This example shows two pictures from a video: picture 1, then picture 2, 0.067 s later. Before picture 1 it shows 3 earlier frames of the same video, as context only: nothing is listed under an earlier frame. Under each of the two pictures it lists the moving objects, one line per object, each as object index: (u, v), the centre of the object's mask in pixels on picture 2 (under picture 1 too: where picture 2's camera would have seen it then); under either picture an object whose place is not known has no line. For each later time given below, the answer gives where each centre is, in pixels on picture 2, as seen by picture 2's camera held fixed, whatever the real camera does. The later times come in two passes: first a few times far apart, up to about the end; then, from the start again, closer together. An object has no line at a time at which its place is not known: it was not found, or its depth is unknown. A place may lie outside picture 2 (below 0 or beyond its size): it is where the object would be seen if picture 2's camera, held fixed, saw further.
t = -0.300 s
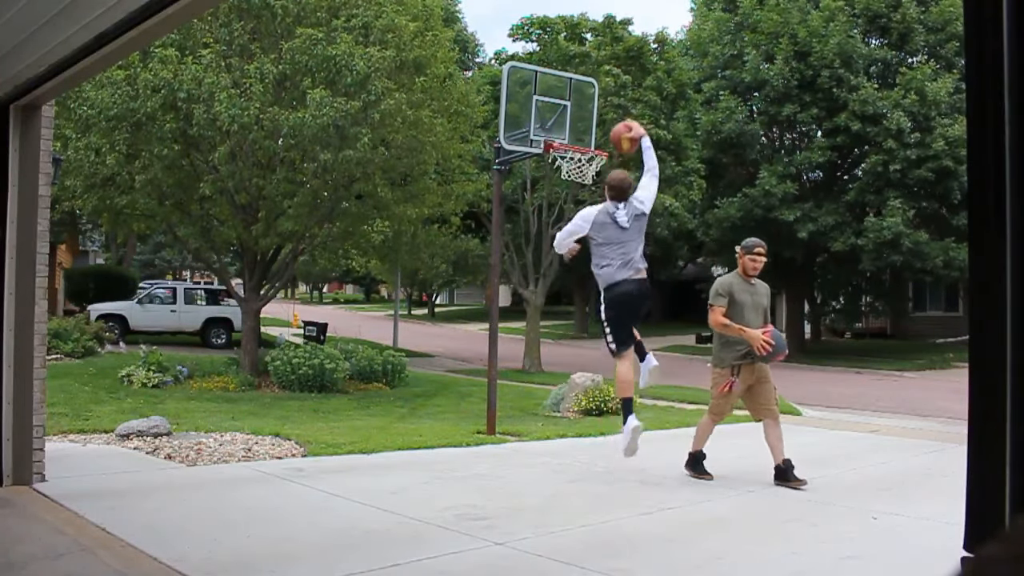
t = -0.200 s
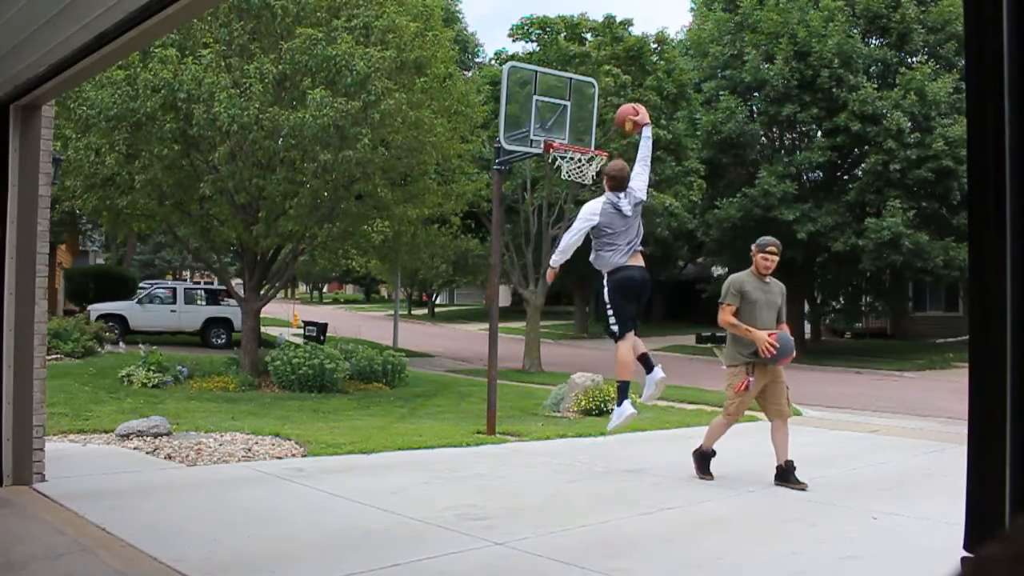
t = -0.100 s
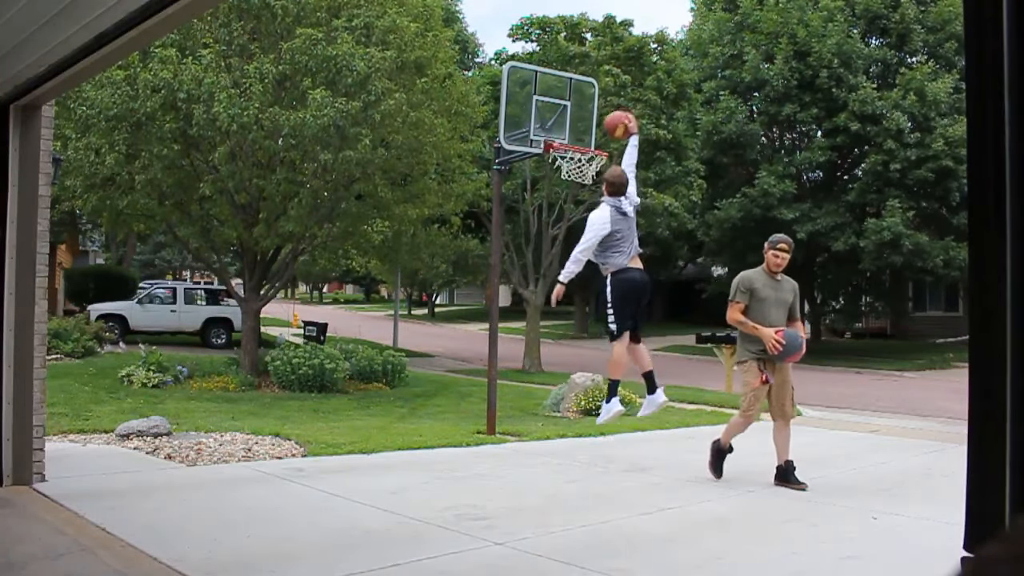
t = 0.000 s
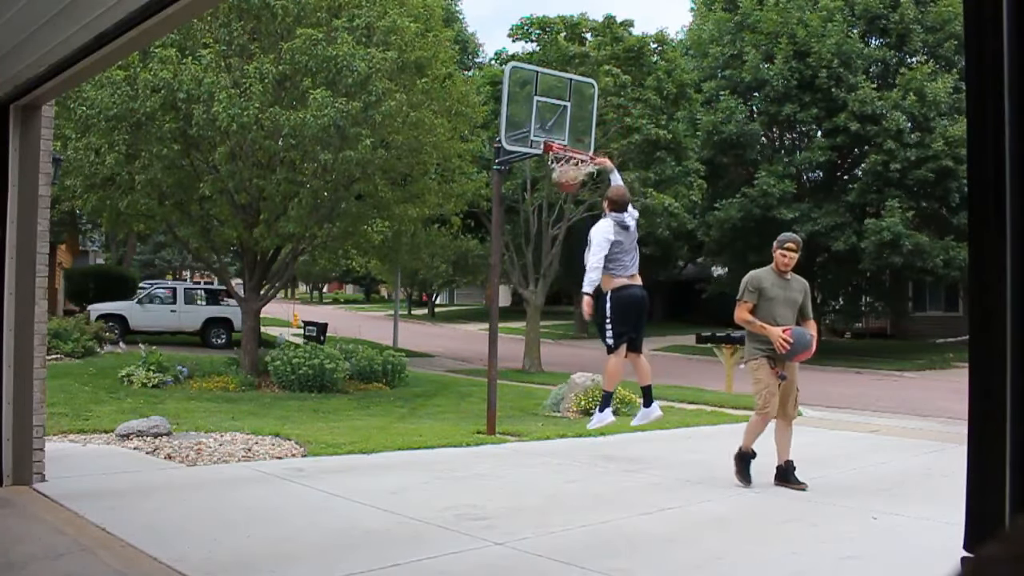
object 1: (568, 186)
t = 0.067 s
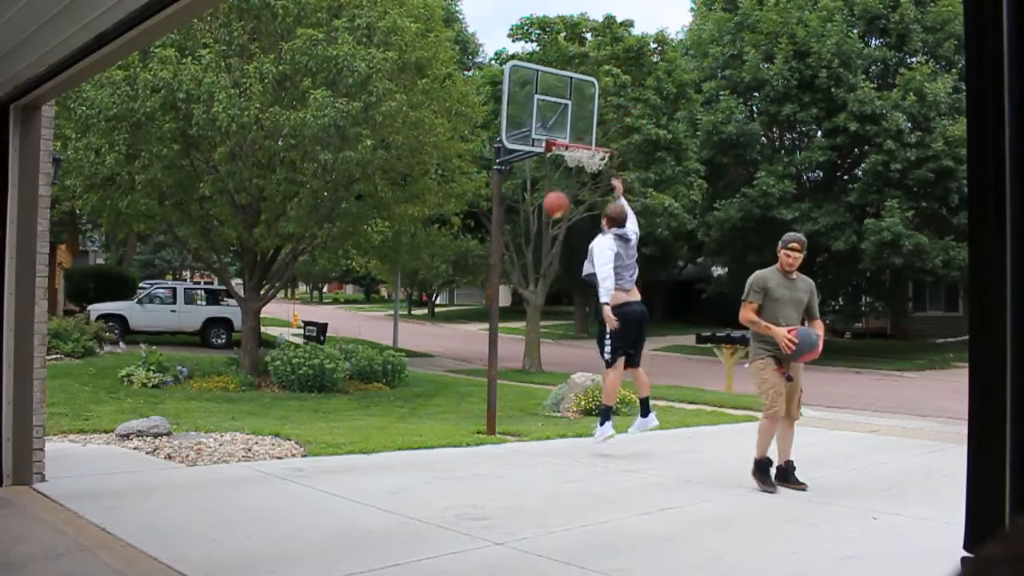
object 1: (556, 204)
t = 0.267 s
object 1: (524, 307)
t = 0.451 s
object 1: (518, 424)
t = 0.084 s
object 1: (553, 211)
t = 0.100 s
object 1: (550, 219)
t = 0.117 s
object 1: (548, 226)
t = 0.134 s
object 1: (545, 236)
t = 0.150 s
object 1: (542, 243)
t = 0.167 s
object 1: (540, 252)
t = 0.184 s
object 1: (538, 261)
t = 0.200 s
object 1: (535, 269)
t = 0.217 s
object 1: (532, 279)
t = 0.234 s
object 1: (529, 288)
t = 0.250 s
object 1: (526, 298)
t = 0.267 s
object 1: (524, 307)
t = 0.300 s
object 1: (519, 328)
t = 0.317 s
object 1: (516, 339)
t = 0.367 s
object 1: (509, 370)
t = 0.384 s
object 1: (507, 382)
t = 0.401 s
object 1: (509, 392)
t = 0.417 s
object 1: (512, 403)
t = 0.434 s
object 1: (515, 413)
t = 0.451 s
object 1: (518, 424)
